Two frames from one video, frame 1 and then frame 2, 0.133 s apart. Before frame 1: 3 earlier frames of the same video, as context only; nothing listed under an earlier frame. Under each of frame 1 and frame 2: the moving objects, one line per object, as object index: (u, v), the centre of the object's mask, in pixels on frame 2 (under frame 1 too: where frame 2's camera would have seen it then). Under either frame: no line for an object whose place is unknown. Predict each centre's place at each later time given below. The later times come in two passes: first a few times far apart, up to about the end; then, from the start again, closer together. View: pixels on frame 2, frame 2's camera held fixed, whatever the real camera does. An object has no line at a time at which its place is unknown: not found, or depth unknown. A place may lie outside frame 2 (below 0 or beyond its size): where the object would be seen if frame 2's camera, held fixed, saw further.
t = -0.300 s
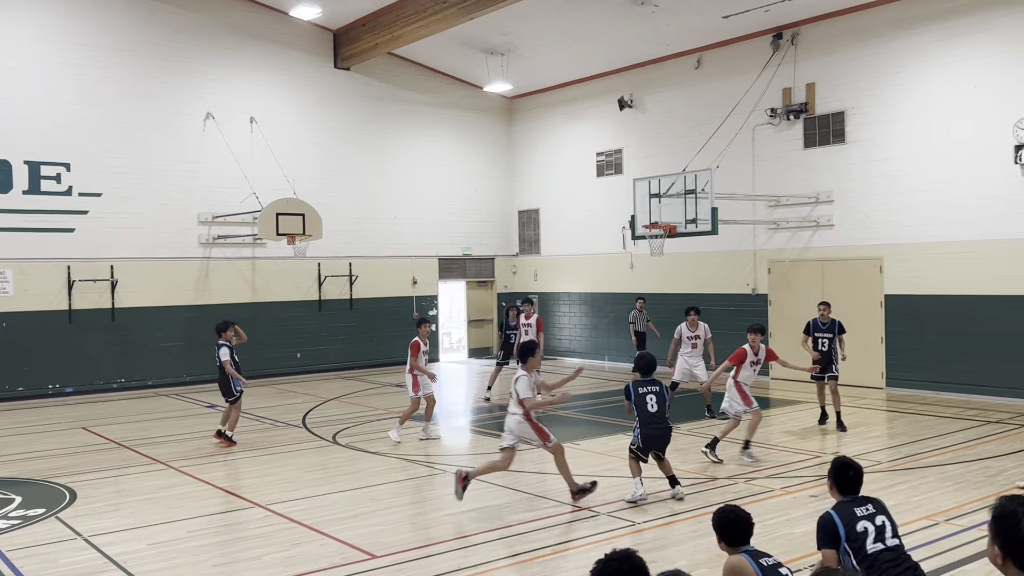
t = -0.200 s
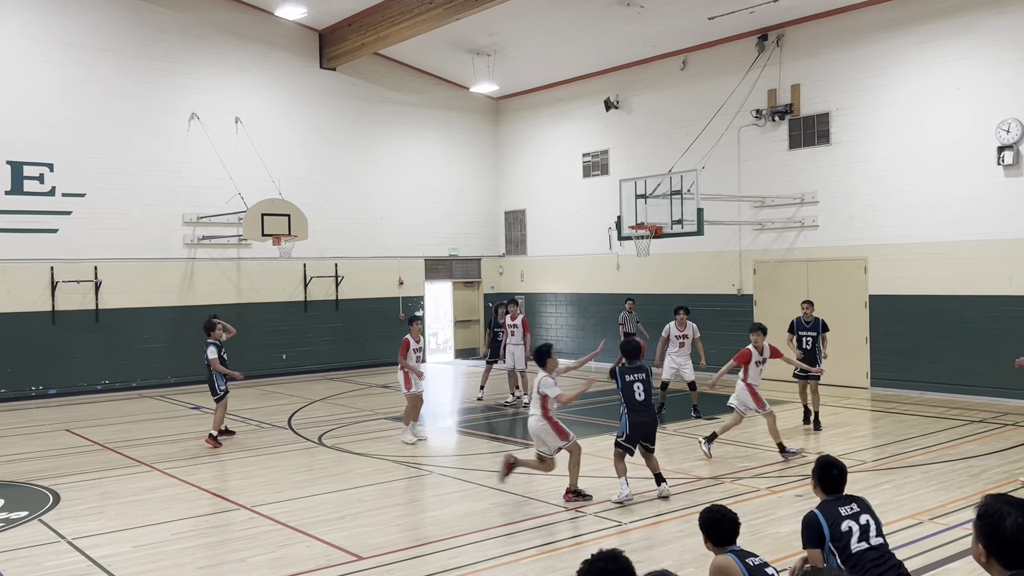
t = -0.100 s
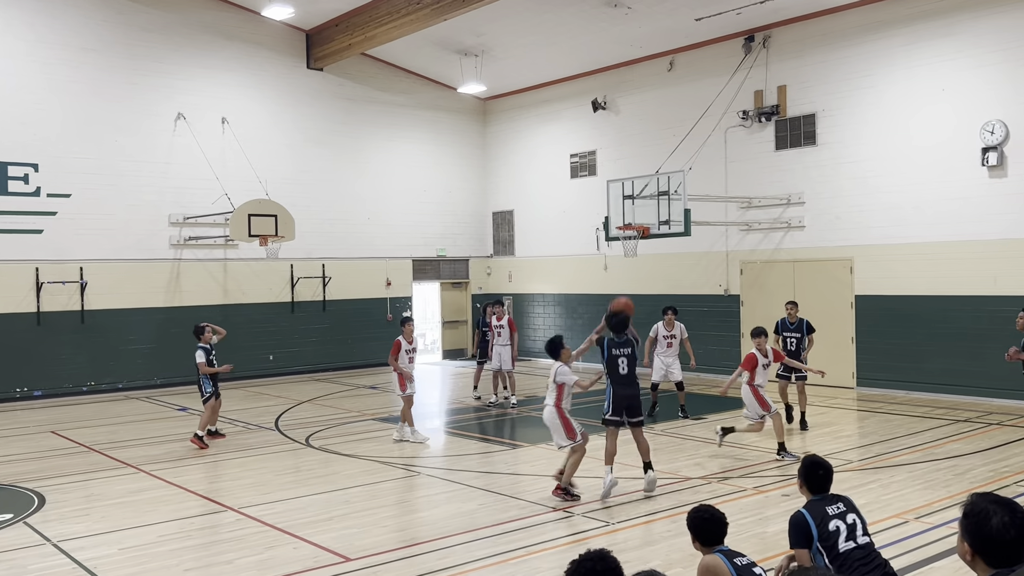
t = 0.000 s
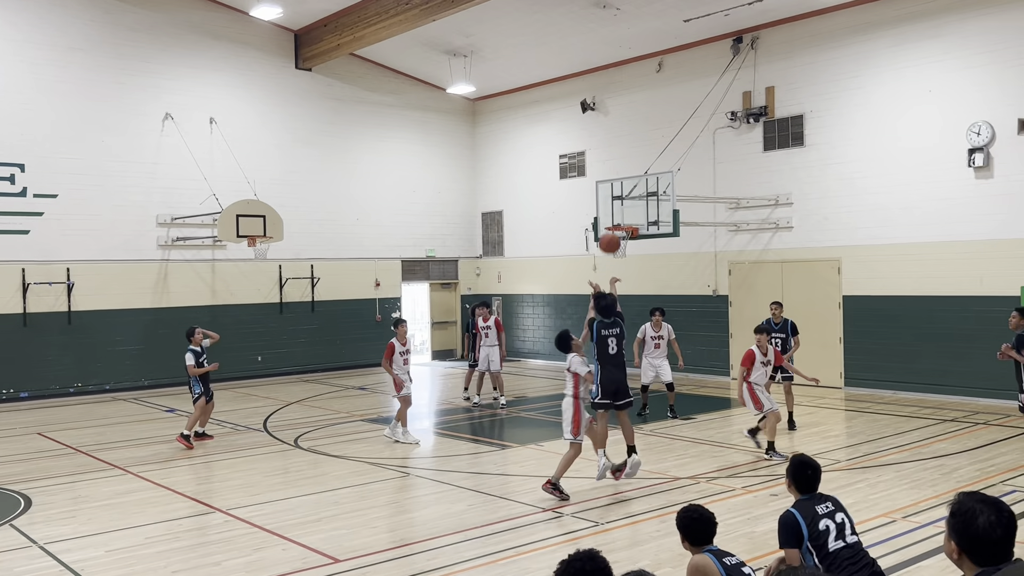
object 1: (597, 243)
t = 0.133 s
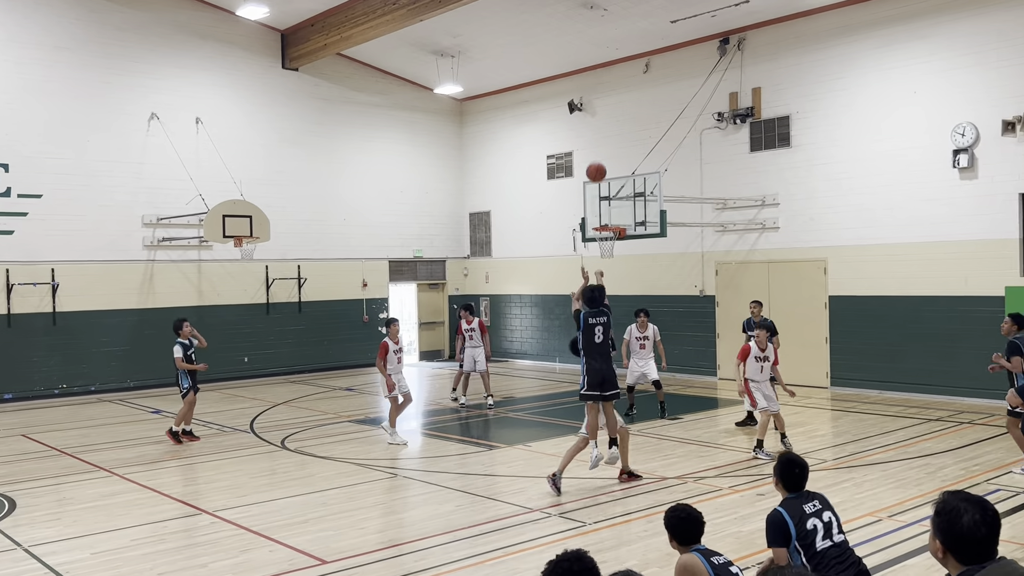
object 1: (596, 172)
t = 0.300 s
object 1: (595, 113)
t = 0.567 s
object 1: (596, 76)
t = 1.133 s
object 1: (600, 159)
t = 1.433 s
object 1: (607, 250)
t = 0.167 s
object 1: (596, 157)
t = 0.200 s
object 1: (595, 145)
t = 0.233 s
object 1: (595, 133)
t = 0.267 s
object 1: (595, 122)
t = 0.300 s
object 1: (595, 113)
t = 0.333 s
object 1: (595, 105)
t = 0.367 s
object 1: (595, 98)
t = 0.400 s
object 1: (595, 92)
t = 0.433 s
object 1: (595, 87)
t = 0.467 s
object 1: (595, 83)
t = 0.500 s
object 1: (595, 80)
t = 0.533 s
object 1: (596, 78)
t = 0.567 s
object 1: (596, 76)
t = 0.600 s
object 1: (596, 76)
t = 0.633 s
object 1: (596, 76)
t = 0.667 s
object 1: (596, 78)
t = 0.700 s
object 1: (596, 80)
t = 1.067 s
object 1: (599, 141)
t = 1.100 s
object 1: (599, 149)
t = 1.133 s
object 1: (600, 159)
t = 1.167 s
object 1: (600, 168)
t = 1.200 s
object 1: (600, 178)
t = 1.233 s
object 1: (601, 189)
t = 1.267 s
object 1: (601, 200)
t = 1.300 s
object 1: (602, 211)
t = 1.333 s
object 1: (602, 222)
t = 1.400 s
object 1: (605, 241)
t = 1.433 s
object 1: (607, 250)
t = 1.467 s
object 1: (609, 257)
